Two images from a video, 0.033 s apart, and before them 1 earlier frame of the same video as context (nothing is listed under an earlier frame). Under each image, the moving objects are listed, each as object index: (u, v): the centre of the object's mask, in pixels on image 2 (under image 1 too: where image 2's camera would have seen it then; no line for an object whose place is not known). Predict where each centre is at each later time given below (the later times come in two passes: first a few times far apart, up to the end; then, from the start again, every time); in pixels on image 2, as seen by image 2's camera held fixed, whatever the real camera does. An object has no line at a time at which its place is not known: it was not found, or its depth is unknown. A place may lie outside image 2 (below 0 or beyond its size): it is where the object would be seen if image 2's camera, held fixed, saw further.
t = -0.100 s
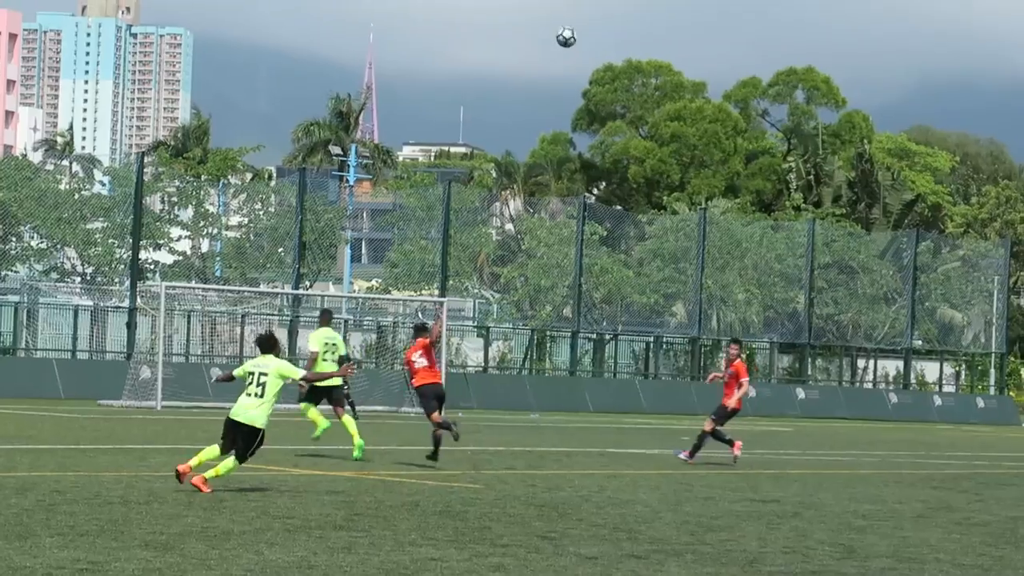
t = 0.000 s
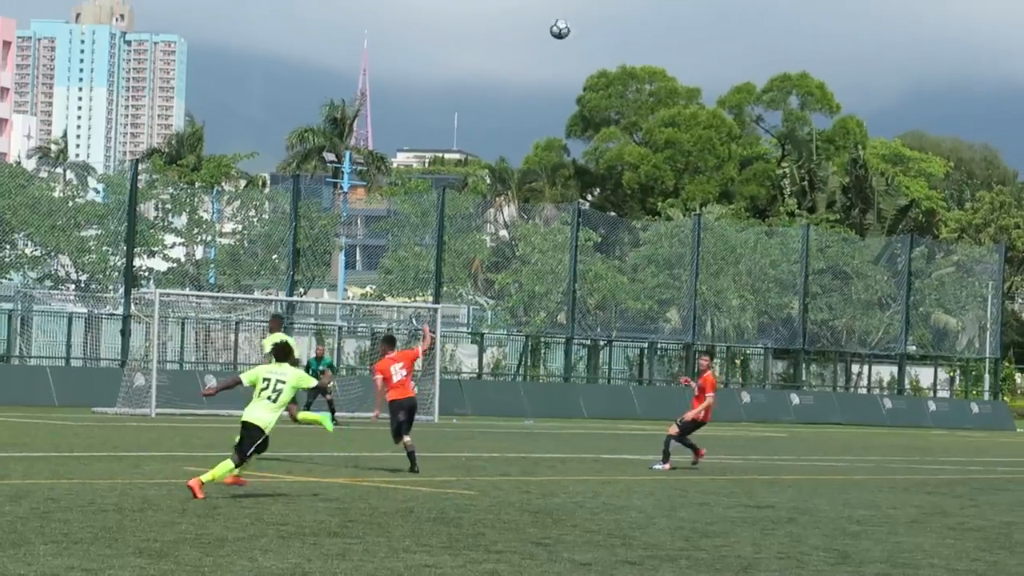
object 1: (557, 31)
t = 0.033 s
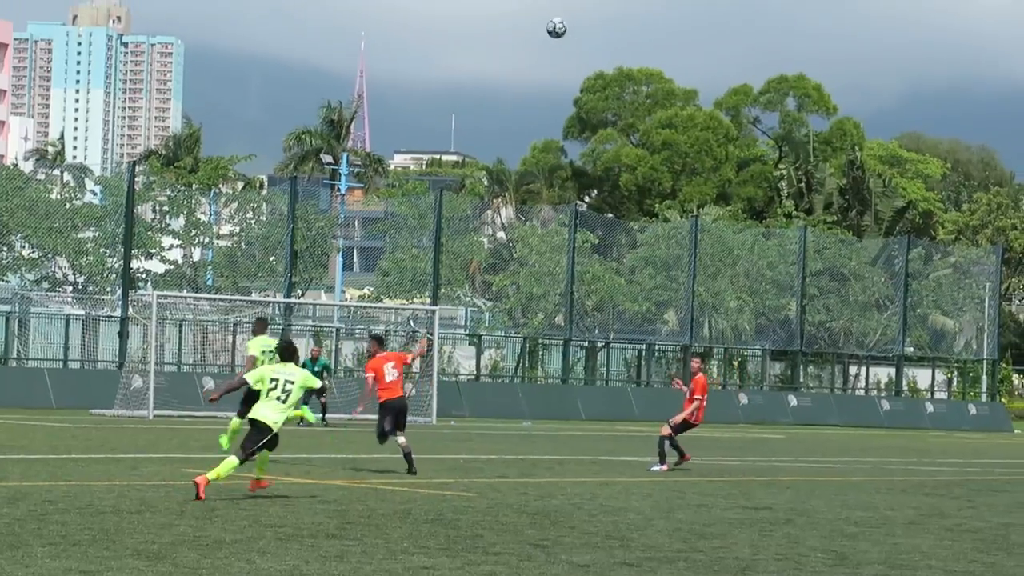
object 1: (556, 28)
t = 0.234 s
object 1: (553, 33)
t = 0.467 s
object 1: (546, 86)
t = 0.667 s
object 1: (538, 169)
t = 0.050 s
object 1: (556, 27)
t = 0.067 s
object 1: (556, 26)
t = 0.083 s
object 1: (556, 25)
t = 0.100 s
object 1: (555, 25)
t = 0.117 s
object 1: (555, 26)
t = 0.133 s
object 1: (555, 25)
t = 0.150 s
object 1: (554, 26)
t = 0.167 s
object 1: (554, 27)
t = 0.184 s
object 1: (554, 28)
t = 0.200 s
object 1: (553, 29)
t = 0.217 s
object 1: (553, 31)
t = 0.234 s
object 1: (553, 33)
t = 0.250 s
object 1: (552, 34)
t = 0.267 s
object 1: (552, 37)
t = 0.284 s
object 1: (552, 40)
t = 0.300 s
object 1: (551, 42)
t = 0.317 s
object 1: (551, 46)
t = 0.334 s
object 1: (551, 49)
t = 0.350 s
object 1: (550, 53)
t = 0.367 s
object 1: (550, 57)
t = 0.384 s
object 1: (549, 61)
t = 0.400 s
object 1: (548, 65)
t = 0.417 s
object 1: (548, 70)
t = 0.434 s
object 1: (547, 75)
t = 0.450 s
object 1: (547, 80)
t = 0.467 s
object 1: (546, 86)
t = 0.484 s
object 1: (545, 91)
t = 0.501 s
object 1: (545, 97)
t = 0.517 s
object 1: (545, 103)
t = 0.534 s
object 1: (544, 110)
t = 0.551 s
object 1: (543, 116)
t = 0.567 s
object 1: (542, 124)
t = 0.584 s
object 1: (542, 131)
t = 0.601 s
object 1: (541, 137)
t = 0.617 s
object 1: (540, 146)
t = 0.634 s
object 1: (539, 153)
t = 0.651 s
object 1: (538, 161)
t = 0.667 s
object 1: (538, 169)
